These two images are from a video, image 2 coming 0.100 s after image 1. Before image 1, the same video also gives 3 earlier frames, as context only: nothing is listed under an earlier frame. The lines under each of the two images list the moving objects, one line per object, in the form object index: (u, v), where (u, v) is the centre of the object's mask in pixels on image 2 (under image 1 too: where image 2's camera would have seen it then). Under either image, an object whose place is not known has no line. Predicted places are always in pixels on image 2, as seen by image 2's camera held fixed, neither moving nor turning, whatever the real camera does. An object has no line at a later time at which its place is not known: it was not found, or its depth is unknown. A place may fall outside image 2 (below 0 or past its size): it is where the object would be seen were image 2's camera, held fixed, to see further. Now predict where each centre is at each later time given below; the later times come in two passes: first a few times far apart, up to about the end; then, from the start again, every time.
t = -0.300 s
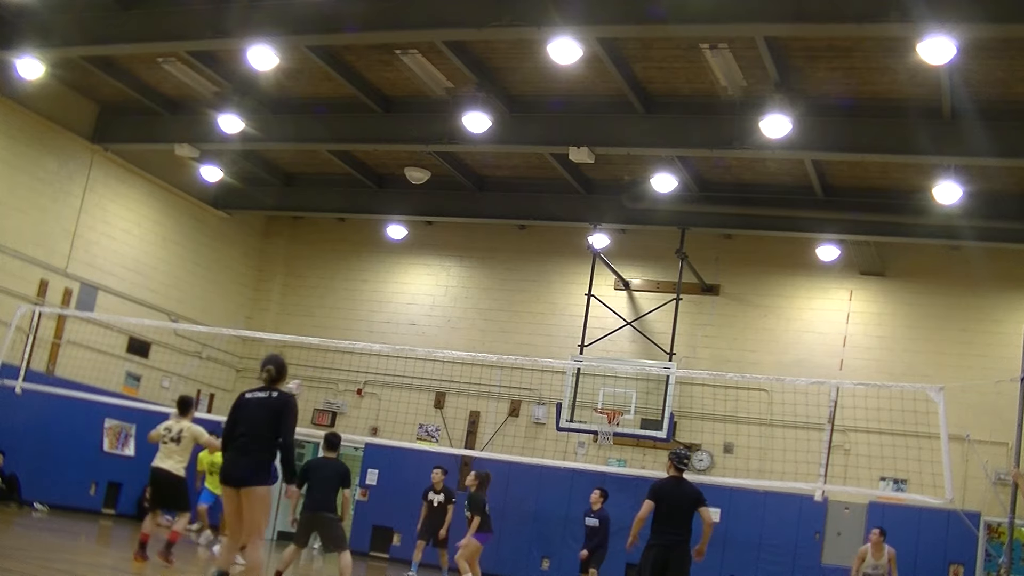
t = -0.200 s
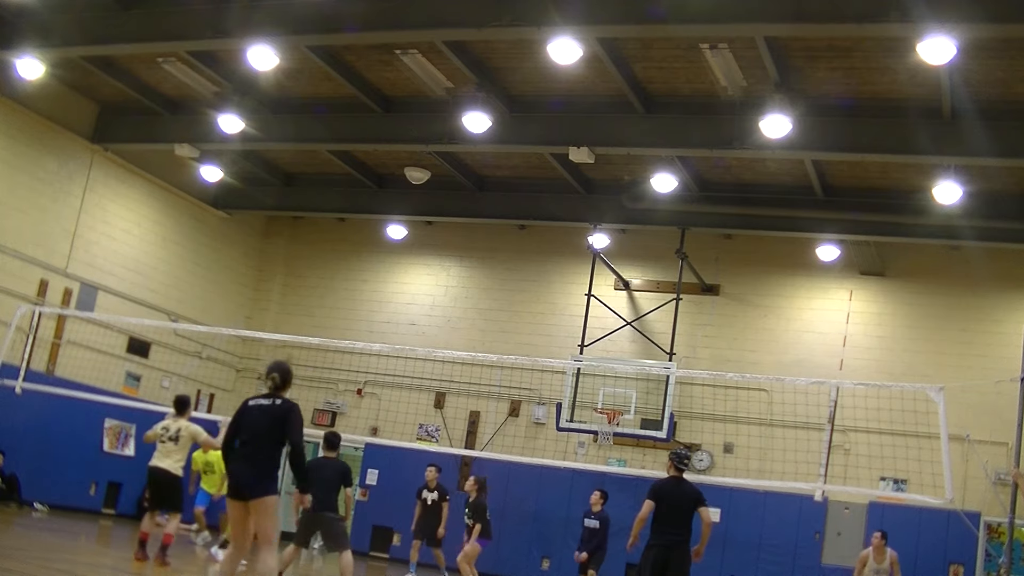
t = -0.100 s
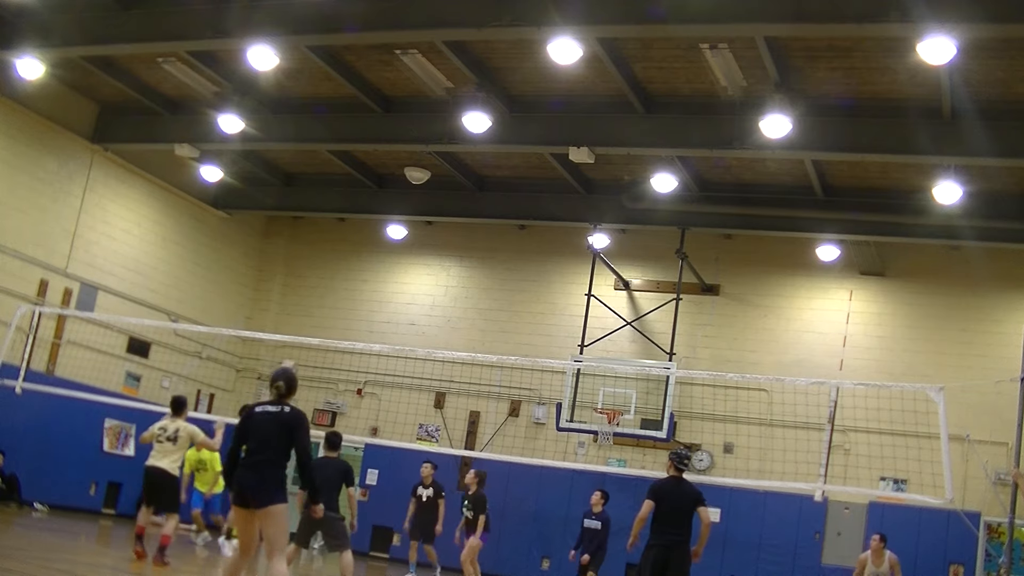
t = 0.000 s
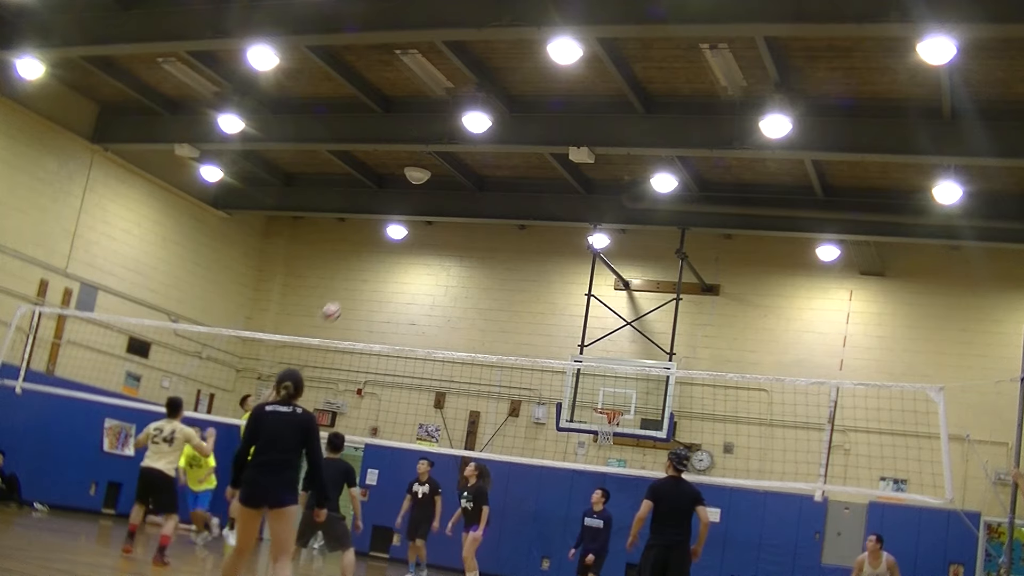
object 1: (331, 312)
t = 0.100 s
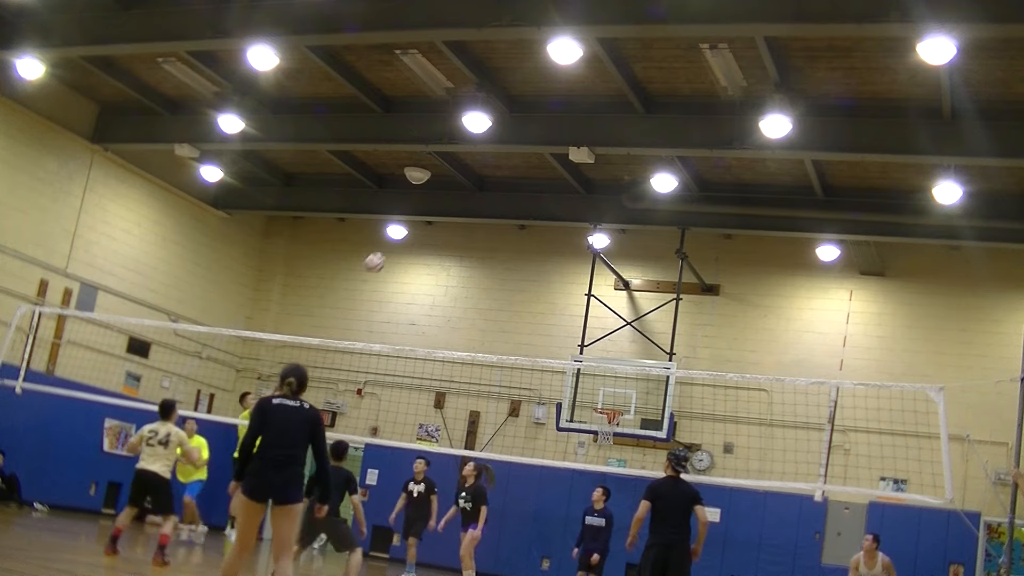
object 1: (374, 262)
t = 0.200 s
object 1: (416, 221)
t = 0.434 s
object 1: (507, 158)
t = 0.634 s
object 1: (580, 139)
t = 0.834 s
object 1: (651, 155)
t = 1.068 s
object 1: (729, 222)
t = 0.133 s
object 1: (388, 248)
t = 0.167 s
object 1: (404, 233)
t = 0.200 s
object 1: (416, 221)
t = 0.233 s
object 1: (429, 210)
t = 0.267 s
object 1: (443, 199)
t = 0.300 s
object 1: (456, 189)
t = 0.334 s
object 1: (469, 180)
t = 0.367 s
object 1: (482, 172)
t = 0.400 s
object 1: (494, 165)
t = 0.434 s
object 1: (507, 158)
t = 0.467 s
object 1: (520, 153)
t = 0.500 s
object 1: (532, 148)
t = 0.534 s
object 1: (544, 145)
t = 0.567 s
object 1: (557, 142)
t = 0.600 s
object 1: (569, 140)
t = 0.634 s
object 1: (580, 139)
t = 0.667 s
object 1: (593, 139)
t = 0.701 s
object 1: (604, 141)
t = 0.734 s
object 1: (616, 142)
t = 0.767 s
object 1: (627, 145)
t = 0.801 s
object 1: (639, 150)
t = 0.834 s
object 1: (651, 155)
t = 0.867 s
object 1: (662, 161)
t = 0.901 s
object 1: (674, 168)
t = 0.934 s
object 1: (685, 177)
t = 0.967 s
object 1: (695, 187)
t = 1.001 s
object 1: (707, 198)
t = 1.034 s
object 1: (718, 209)
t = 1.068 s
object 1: (729, 222)
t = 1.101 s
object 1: (740, 235)
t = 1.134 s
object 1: (750, 250)
